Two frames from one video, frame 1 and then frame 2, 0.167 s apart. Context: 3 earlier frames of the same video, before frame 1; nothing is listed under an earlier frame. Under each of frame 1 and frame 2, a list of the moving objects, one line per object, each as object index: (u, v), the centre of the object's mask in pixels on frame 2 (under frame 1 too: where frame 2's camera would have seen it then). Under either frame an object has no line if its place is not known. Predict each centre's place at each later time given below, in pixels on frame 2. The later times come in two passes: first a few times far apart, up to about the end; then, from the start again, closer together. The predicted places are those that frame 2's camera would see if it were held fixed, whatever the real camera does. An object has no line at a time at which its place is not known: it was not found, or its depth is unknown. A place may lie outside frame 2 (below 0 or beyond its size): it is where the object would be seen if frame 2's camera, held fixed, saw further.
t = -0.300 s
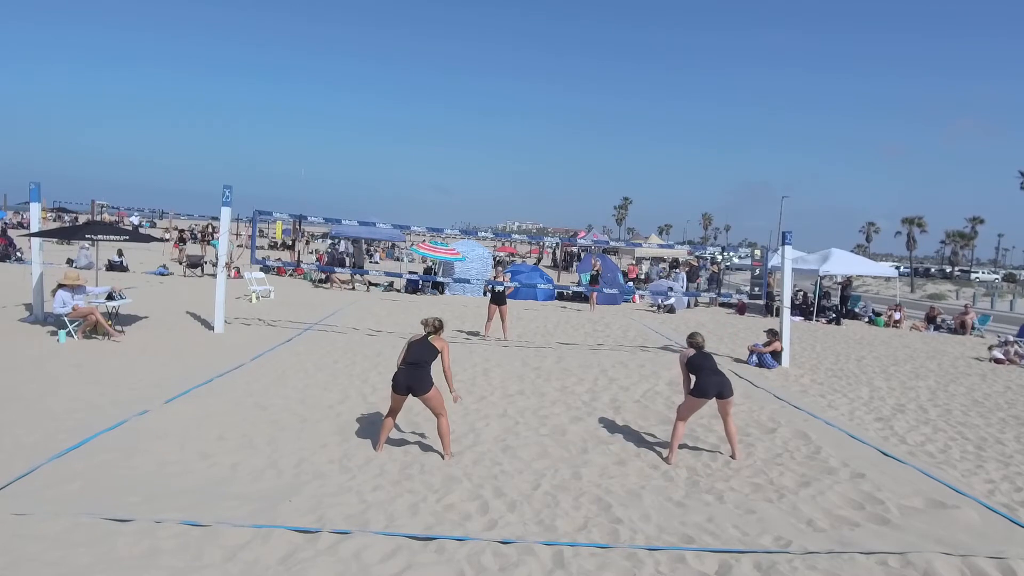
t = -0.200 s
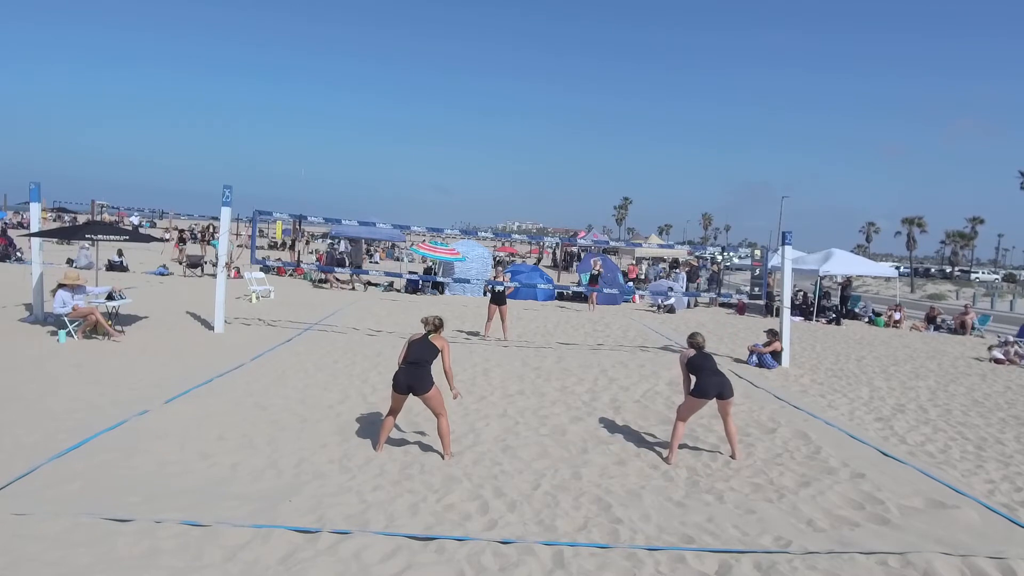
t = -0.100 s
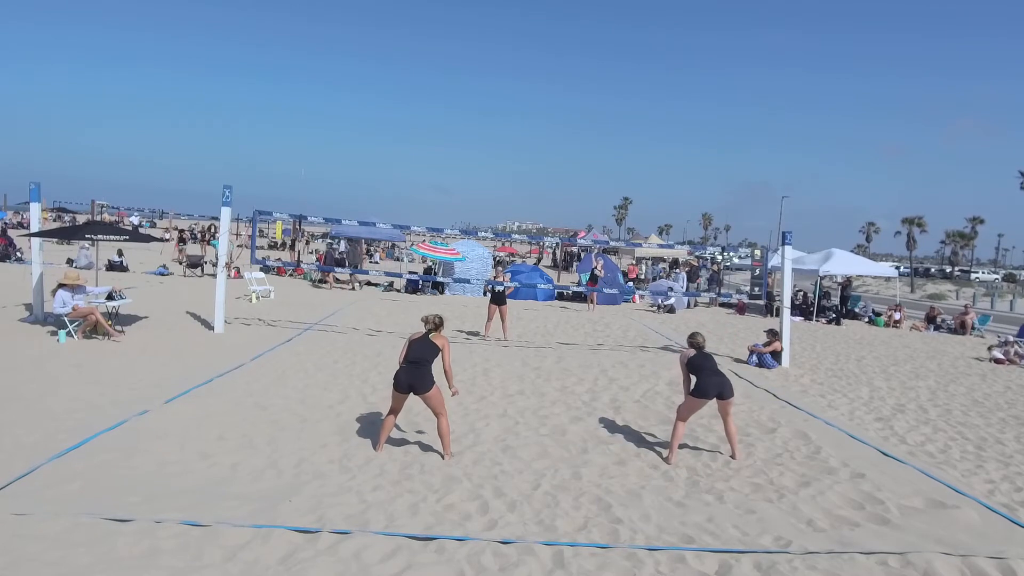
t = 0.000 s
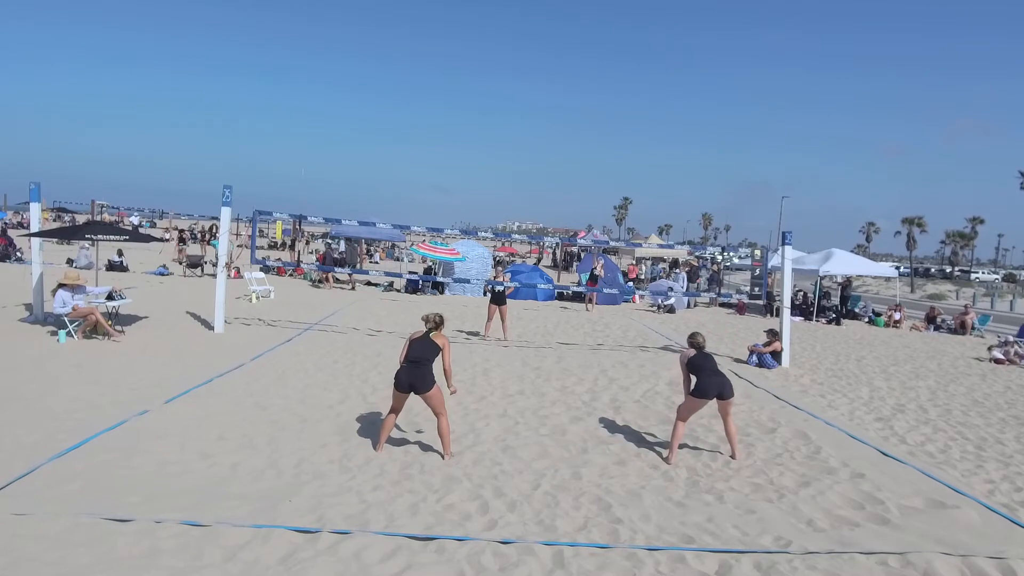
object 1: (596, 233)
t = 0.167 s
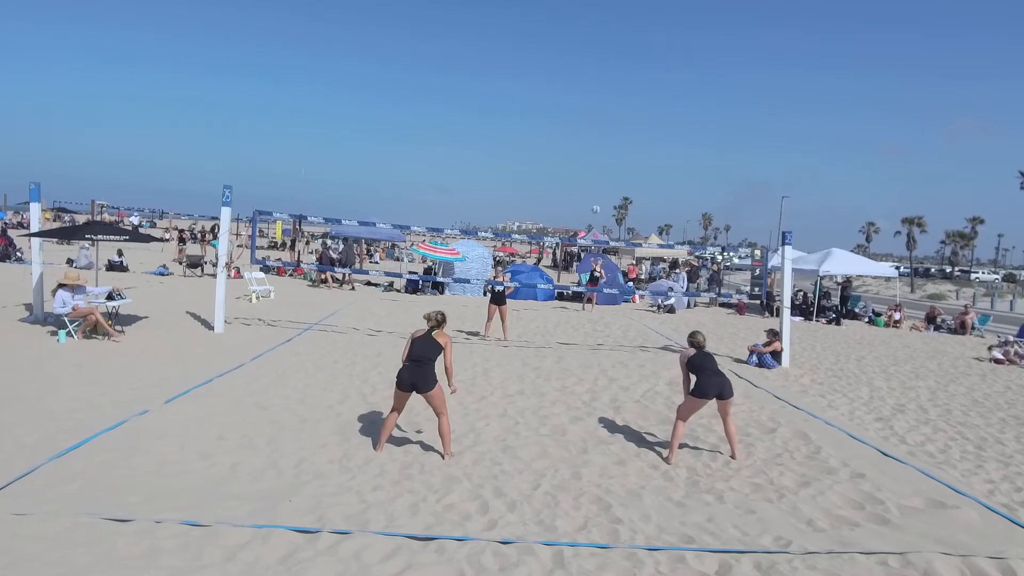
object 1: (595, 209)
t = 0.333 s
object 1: (597, 192)
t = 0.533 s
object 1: (604, 181)
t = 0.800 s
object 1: (621, 196)
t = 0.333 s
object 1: (597, 192)
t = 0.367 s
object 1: (598, 189)
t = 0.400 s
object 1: (599, 187)
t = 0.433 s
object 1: (600, 185)
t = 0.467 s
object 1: (601, 183)
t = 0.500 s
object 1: (602, 182)
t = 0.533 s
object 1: (604, 181)
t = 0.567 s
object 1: (605, 181)
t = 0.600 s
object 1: (607, 181)
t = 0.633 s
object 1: (609, 181)
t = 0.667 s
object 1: (611, 182)
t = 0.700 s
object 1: (613, 184)
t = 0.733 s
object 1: (616, 187)
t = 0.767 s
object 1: (618, 190)
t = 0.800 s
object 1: (621, 196)
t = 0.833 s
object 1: (624, 201)
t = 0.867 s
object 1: (628, 208)
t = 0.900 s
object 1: (631, 218)
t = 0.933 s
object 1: (635, 228)
